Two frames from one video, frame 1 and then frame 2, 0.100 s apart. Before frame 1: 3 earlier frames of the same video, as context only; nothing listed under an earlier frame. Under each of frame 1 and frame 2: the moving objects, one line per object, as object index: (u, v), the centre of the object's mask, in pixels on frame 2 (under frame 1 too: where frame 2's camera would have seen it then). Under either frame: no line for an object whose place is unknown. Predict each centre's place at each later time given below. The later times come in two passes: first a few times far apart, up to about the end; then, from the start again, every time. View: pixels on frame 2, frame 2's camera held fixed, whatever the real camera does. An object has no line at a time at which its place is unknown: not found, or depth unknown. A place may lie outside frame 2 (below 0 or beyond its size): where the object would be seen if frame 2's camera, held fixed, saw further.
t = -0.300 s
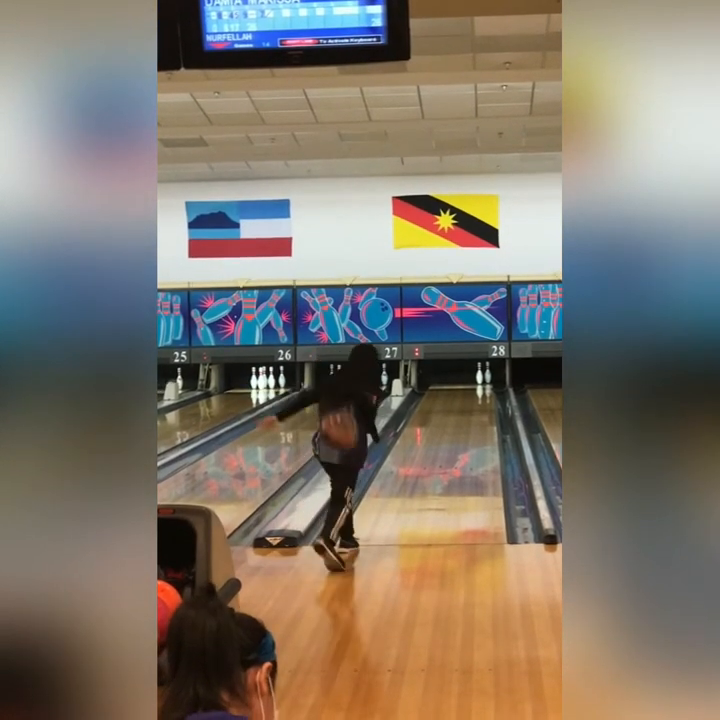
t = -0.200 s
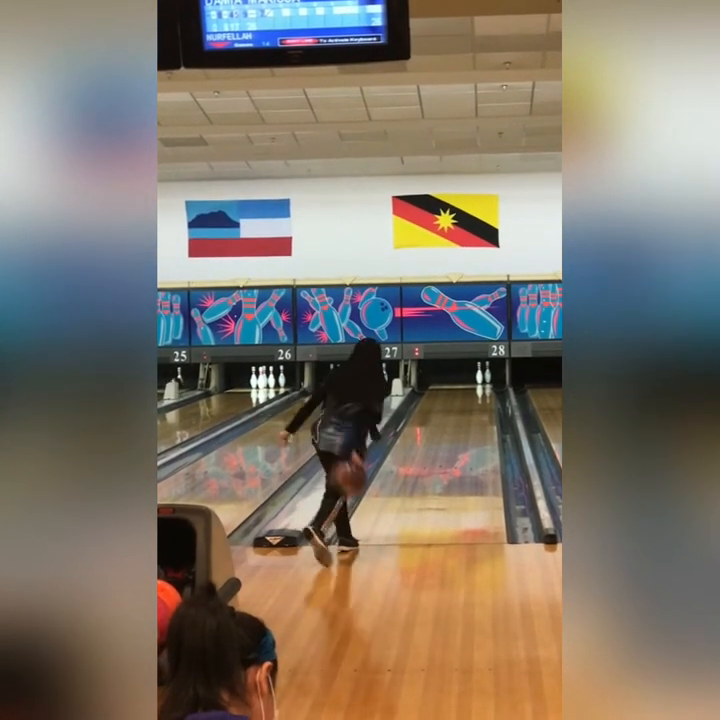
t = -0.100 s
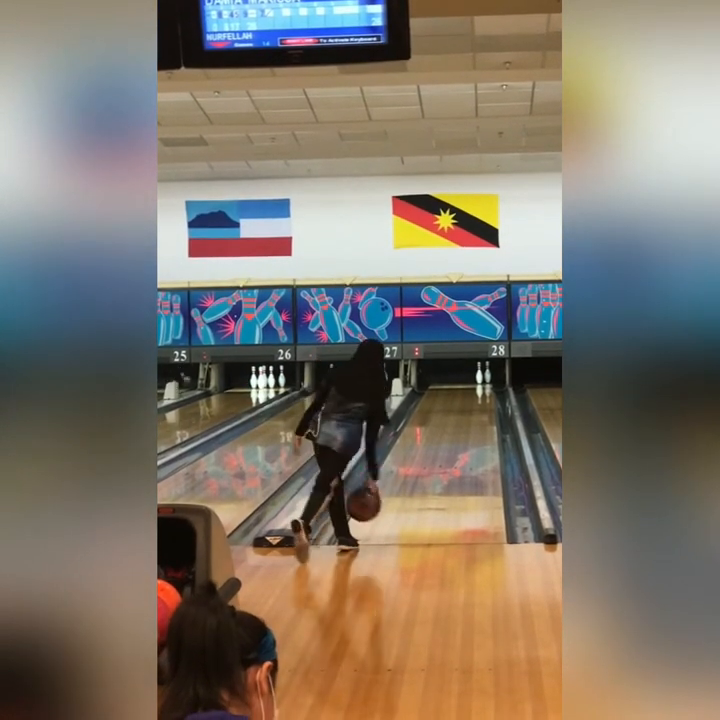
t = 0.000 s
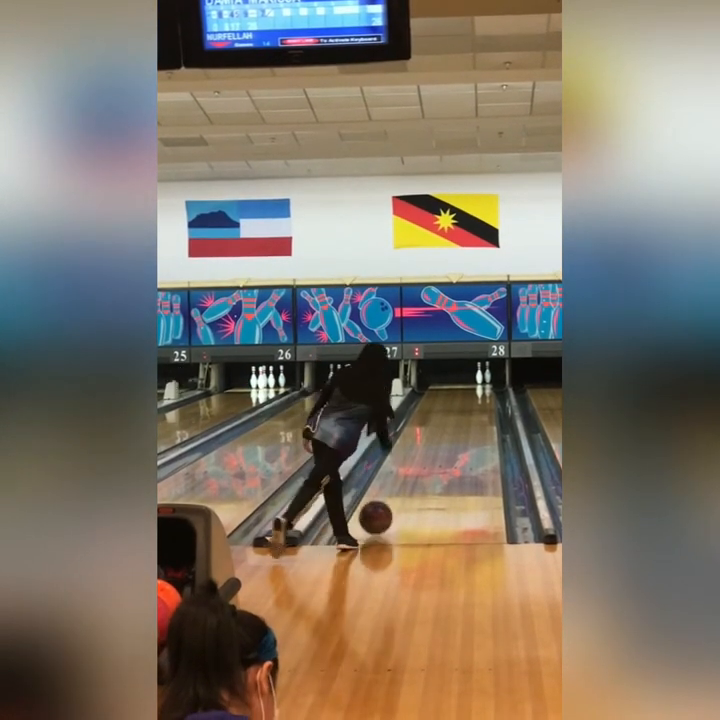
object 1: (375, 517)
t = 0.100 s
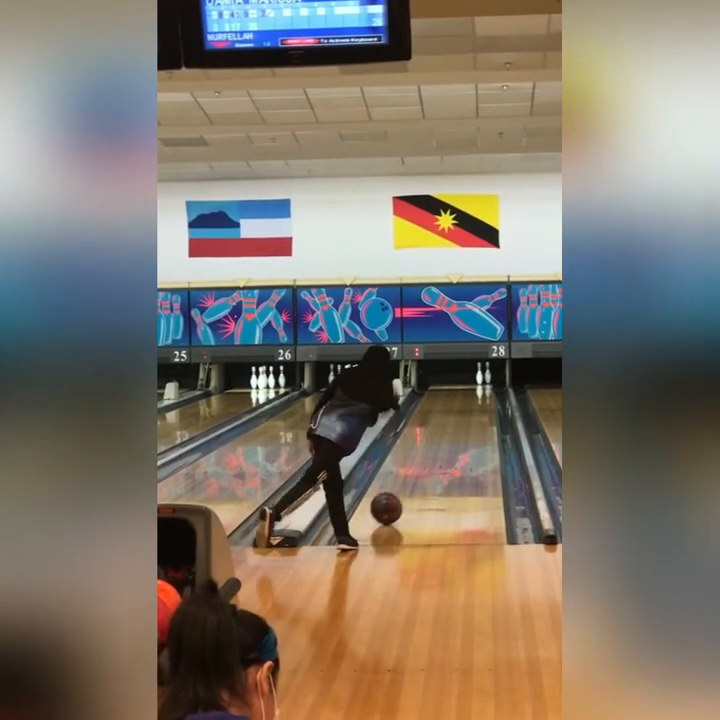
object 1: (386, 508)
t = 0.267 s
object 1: (401, 491)
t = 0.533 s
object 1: (421, 470)
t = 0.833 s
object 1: (439, 450)
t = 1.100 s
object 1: (450, 437)
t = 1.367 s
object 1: (459, 427)
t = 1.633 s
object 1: (467, 417)
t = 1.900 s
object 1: (471, 409)
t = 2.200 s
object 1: (476, 401)
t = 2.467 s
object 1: (480, 396)
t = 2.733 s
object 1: (480, 391)
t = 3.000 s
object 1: (479, 386)
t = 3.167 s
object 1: (478, 384)
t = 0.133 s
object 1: (389, 504)
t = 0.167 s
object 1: (392, 501)
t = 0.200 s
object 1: (396, 498)
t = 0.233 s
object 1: (398, 495)
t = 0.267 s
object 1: (401, 491)
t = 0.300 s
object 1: (404, 488)
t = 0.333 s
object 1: (407, 485)
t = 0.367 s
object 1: (410, 483)
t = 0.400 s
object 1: (412, 480)
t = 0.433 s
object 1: (415, 477)
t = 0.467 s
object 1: (417, 475)
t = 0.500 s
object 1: (419, 472)
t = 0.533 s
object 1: (421, 470)
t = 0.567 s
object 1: (423, 467)
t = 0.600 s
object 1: (426, 465)
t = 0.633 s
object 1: (428, 462)
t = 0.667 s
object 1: (430, 460)
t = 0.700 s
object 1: (432, 458)
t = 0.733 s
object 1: (433, 456)
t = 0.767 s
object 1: (435, 454)
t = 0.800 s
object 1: (437, 452)
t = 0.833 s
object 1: (439, 450)
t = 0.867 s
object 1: (440, 448)
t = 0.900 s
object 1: (442, 447)
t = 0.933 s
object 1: (443, 445)
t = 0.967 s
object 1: (445, 443)
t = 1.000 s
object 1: (447, 442)
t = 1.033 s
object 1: (448, 440)
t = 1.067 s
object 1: (449, 438)
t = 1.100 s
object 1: (450, 437)
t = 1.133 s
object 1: (452, 435)
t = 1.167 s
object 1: (453, 434)
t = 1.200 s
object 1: (454, 432)
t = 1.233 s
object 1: (455, 431)
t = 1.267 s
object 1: (456, 430)
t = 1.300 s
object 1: (457, 429)
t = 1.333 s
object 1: (459, 428)
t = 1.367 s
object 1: (459, 427)
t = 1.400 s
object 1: (461, 425)
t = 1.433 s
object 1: (462, 424)
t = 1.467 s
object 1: (462, 423)
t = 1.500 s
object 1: (463, 421)
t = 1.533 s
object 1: (464, 420)
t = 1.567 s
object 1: (465, 419)
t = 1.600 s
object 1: (466, 417)
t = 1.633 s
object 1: (467, 417)
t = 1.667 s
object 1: (467, 416)
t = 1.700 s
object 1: (468, 415)
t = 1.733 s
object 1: (469, 414)
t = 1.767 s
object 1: (469, 413)
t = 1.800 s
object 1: (470, 412)
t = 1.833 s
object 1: (471, 410)
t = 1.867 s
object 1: (471, 410)
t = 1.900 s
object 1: (471, 409)
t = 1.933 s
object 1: (472, 408)
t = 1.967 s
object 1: (473, 407)
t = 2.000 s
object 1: (473, 406)
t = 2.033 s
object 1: (473, 406)
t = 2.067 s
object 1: (474, 405)
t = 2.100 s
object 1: (475, 404)
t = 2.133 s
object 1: (475, 404)
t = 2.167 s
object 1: (476, 402)
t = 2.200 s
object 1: (476, 401)
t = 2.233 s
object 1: (477, 401)
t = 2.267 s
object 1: (477, 400)
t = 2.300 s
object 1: (477, 399)
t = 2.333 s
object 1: (478, 398)
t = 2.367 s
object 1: (478, 398)
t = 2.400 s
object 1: (478, 397)
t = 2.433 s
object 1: (479, 396)
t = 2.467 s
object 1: (480, 396)
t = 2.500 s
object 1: (479, 395)
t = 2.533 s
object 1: (479, 394)
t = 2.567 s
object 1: (480, 393)
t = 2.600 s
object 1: (480, 393)
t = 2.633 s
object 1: (480, 393)
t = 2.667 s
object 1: (480, 392)
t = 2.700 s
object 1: (480, 392)
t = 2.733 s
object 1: (480, 391)
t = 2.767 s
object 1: (480, 390)
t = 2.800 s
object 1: (480, 390)
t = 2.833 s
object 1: (480, 389)
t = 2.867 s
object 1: (480, 389)
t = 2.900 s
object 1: (480, 388)
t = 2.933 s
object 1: (480, 388)
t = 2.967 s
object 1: (480, 387)
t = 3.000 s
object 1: (479, 386)
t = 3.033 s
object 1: (479, 386)
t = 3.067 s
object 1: (479, 385)
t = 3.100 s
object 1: (479, 385)
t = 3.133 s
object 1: (479, 384)
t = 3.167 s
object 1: (478, 384)
